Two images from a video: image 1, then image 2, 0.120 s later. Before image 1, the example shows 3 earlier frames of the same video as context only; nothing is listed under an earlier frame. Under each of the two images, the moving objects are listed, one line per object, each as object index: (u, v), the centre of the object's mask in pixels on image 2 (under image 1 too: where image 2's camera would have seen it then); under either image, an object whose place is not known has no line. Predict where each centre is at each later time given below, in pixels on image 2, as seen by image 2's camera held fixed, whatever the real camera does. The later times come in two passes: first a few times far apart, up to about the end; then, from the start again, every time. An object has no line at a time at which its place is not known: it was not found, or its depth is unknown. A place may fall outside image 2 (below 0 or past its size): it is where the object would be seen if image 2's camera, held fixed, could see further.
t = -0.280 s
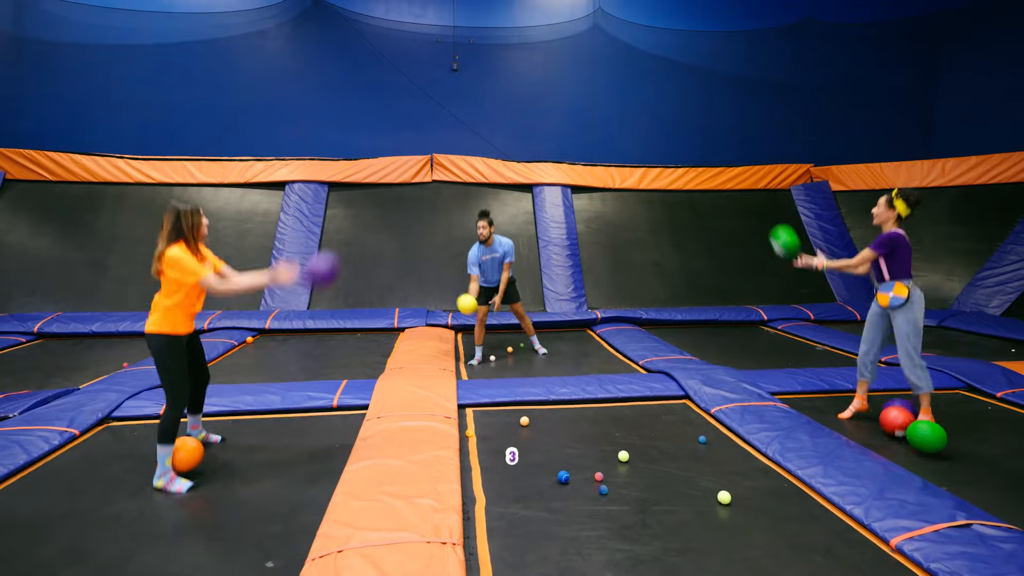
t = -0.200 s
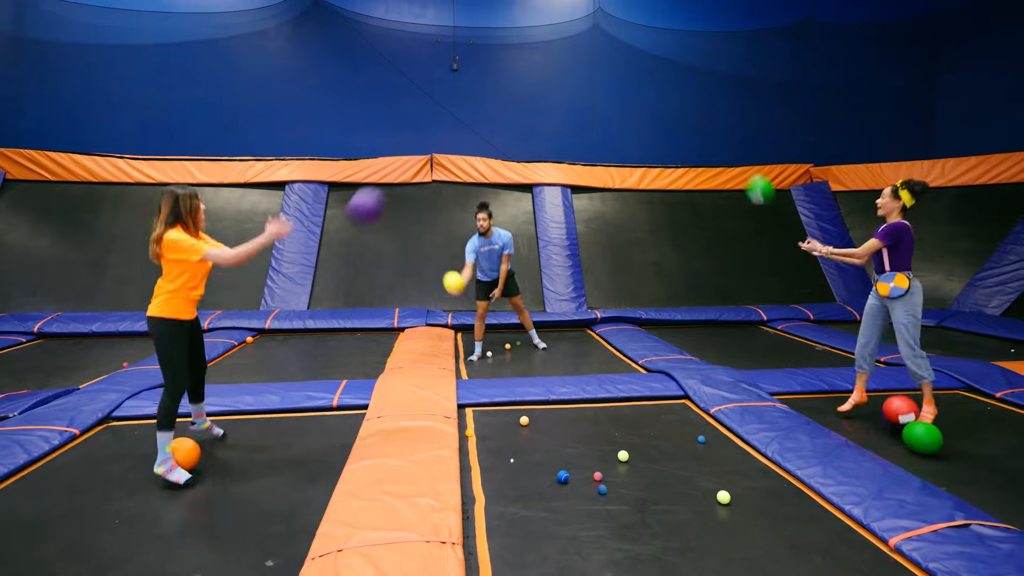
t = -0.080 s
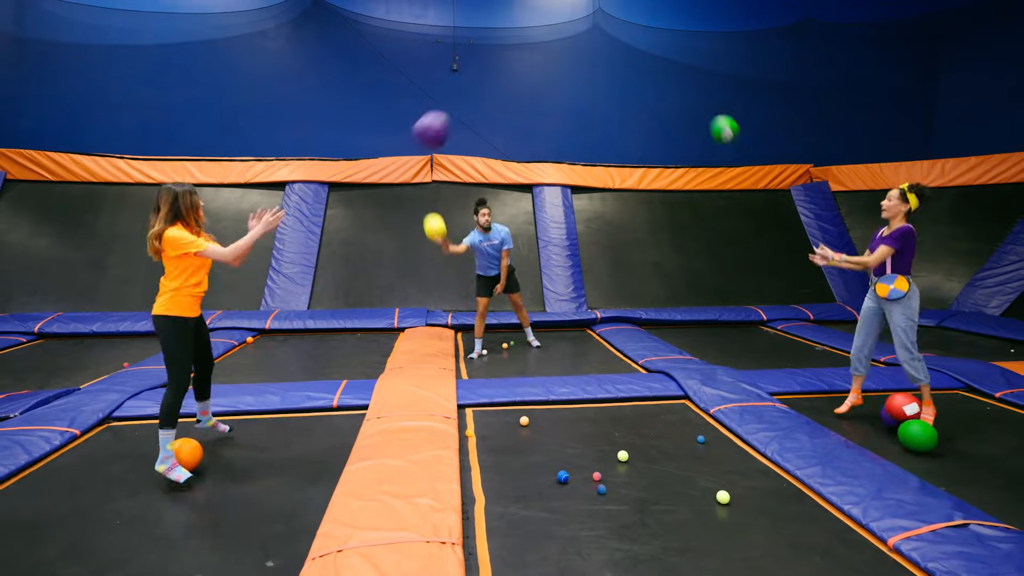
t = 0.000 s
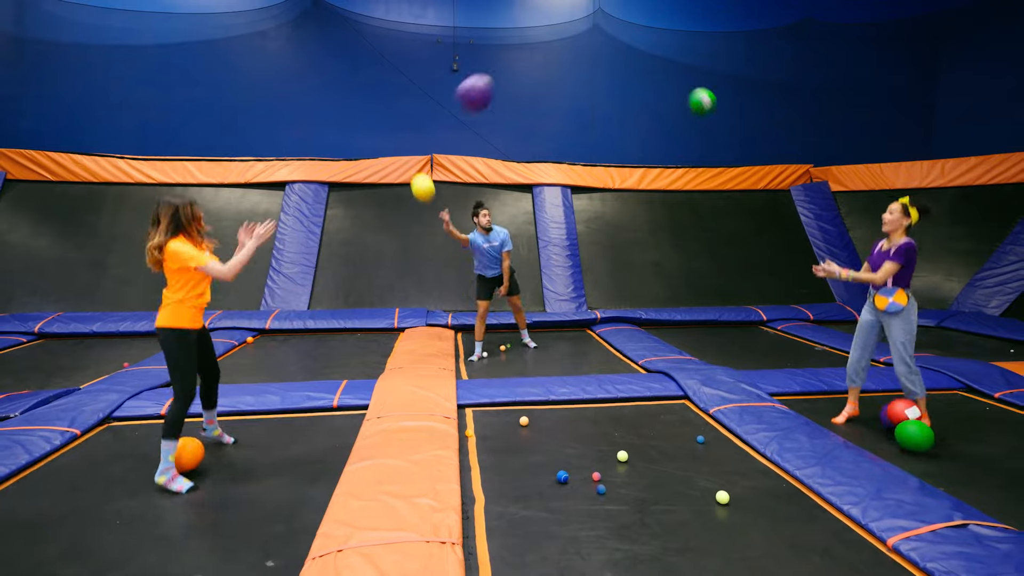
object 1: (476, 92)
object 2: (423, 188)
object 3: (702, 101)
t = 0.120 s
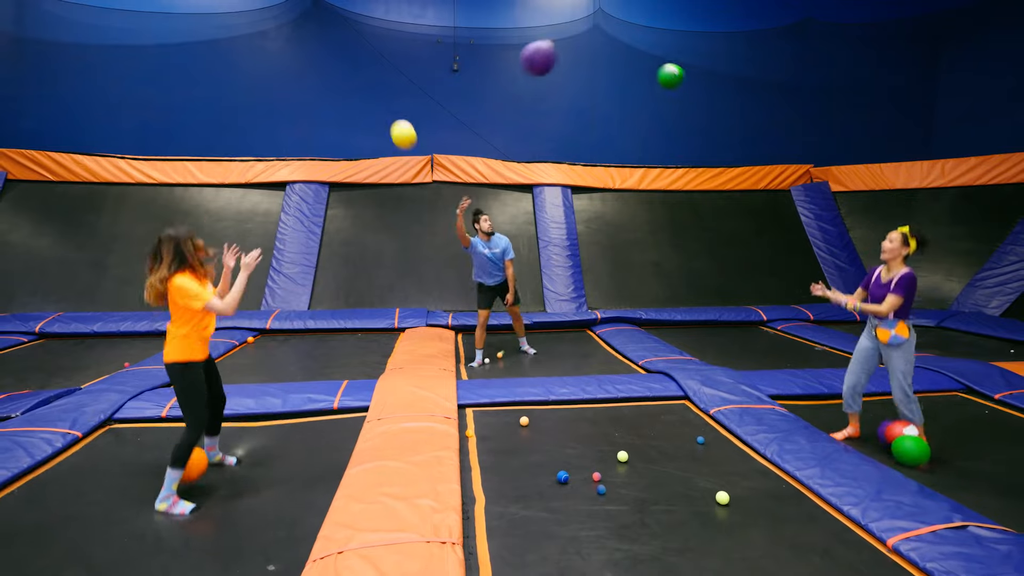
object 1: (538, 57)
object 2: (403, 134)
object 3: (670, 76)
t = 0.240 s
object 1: (598, 46)
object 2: (381, 94)
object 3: (640, 69)
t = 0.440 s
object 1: (689, 78)
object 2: (339, 58)
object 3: (593, 92)
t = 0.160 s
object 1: (559, 50)
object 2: (396, 119)
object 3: (660, 72)
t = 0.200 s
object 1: (580, 47)
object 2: (389, 106)
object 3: (650, 69)
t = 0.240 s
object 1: (598, 46)
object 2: (381, 94)
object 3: (640, 69)
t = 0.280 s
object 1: (617, 47)
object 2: (373, 83)
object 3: (631, 71)
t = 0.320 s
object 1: (636, 51)
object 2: (365, 74)
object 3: (620, 74)
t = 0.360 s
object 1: (655, 58)
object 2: (356, 67)
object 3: (612, 78)
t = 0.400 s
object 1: (672, 66)
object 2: (347, 61)
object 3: (602, 84)
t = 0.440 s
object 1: (689, 78)
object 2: (339, 58)
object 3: (593, 92)
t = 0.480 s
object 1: (706, 91)
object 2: (329, 57)
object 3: (585, 102)
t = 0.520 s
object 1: (722, 107)
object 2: (320, 58)
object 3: (576, 113)
